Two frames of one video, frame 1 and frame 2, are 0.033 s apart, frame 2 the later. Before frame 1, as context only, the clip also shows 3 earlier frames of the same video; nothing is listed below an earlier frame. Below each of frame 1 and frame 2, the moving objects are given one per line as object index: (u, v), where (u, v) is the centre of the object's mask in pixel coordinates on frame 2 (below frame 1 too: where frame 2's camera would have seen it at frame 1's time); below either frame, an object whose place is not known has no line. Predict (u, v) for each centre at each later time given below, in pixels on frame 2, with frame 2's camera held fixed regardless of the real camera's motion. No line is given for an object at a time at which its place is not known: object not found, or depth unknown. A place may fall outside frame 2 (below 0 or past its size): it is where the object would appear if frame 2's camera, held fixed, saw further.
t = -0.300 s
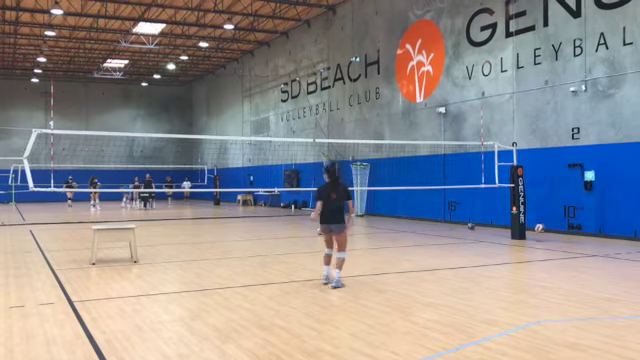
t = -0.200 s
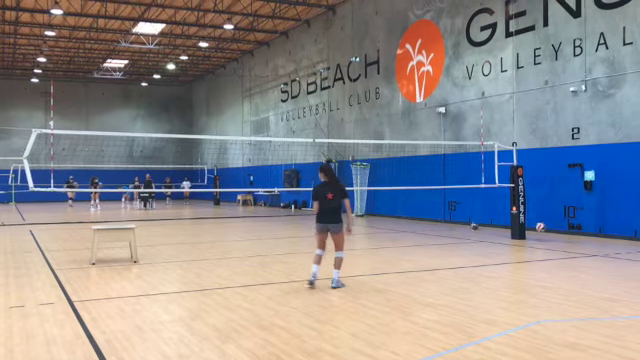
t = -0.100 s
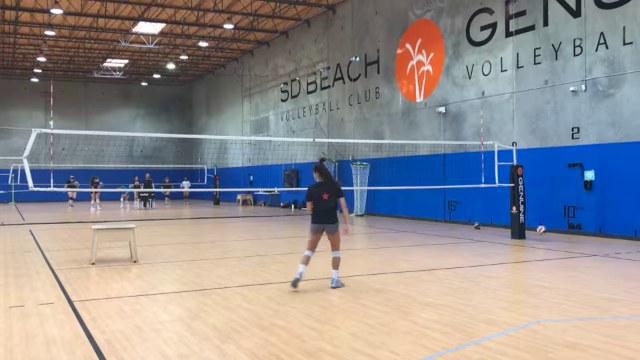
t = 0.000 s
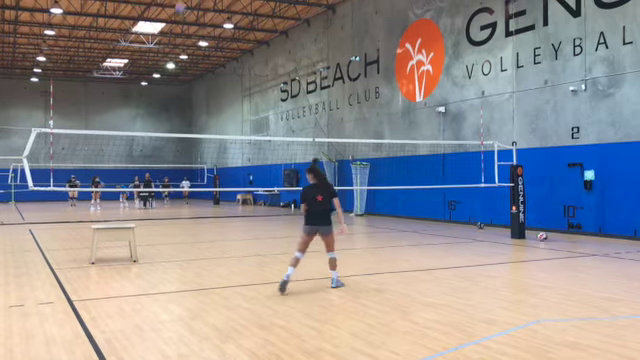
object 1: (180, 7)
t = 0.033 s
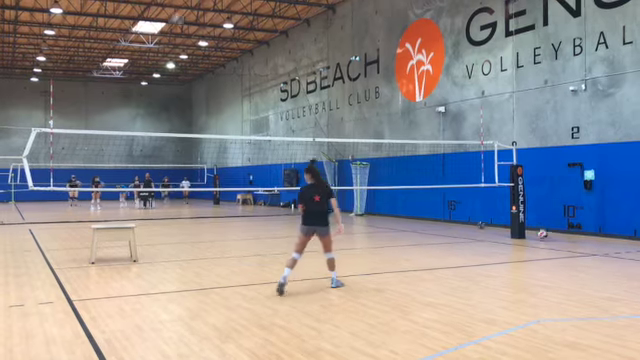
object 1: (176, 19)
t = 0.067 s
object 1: (172, 32)
